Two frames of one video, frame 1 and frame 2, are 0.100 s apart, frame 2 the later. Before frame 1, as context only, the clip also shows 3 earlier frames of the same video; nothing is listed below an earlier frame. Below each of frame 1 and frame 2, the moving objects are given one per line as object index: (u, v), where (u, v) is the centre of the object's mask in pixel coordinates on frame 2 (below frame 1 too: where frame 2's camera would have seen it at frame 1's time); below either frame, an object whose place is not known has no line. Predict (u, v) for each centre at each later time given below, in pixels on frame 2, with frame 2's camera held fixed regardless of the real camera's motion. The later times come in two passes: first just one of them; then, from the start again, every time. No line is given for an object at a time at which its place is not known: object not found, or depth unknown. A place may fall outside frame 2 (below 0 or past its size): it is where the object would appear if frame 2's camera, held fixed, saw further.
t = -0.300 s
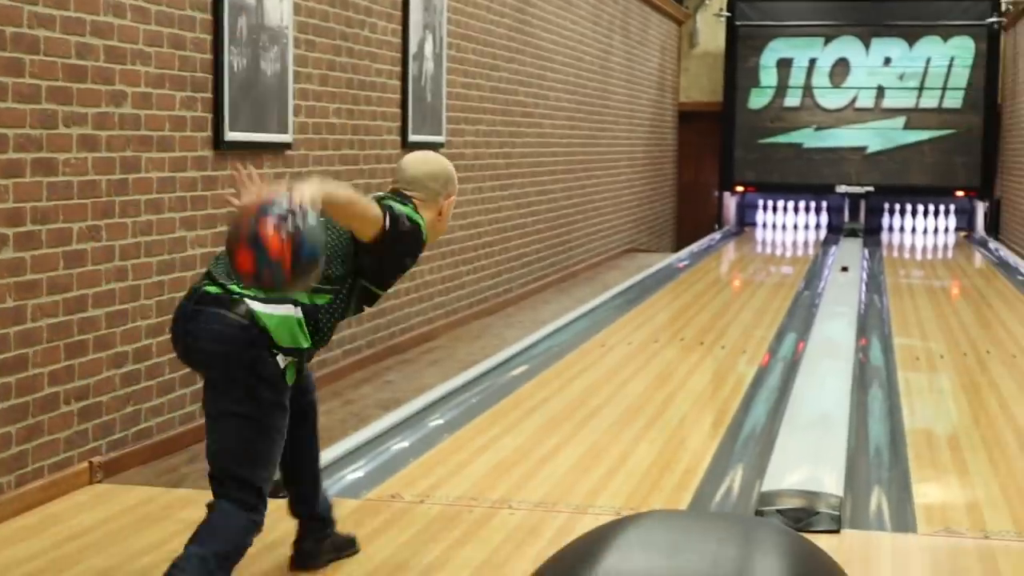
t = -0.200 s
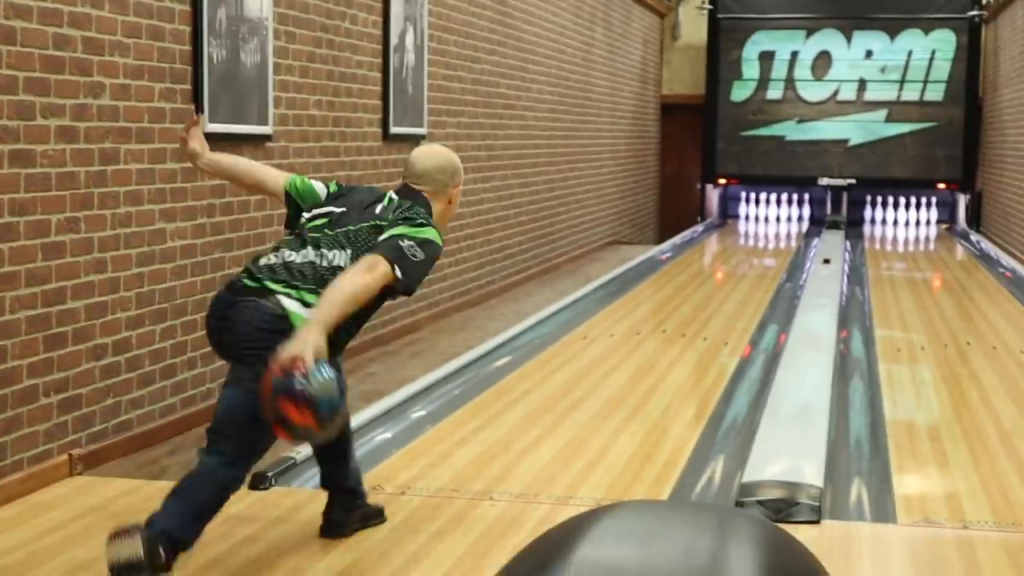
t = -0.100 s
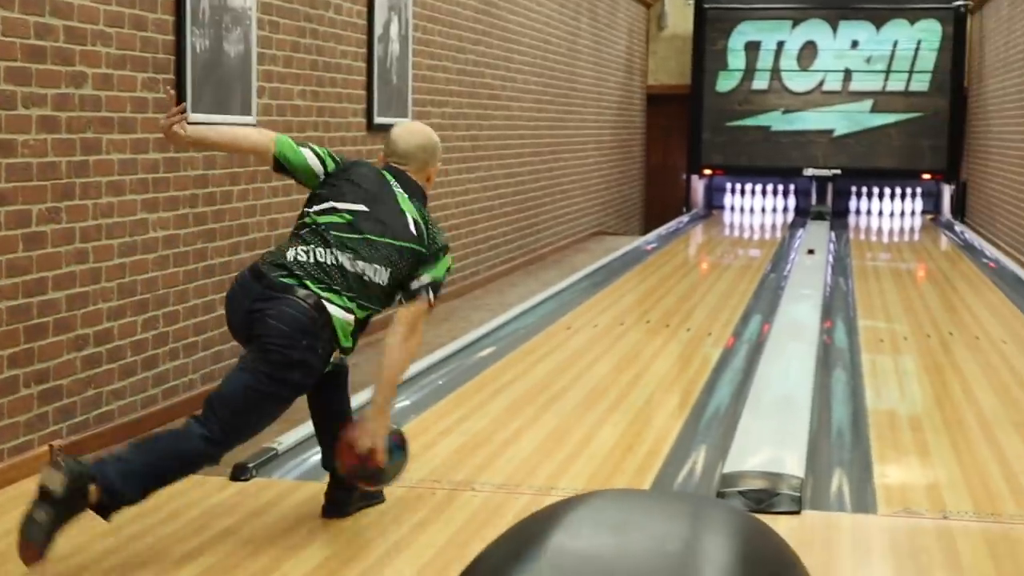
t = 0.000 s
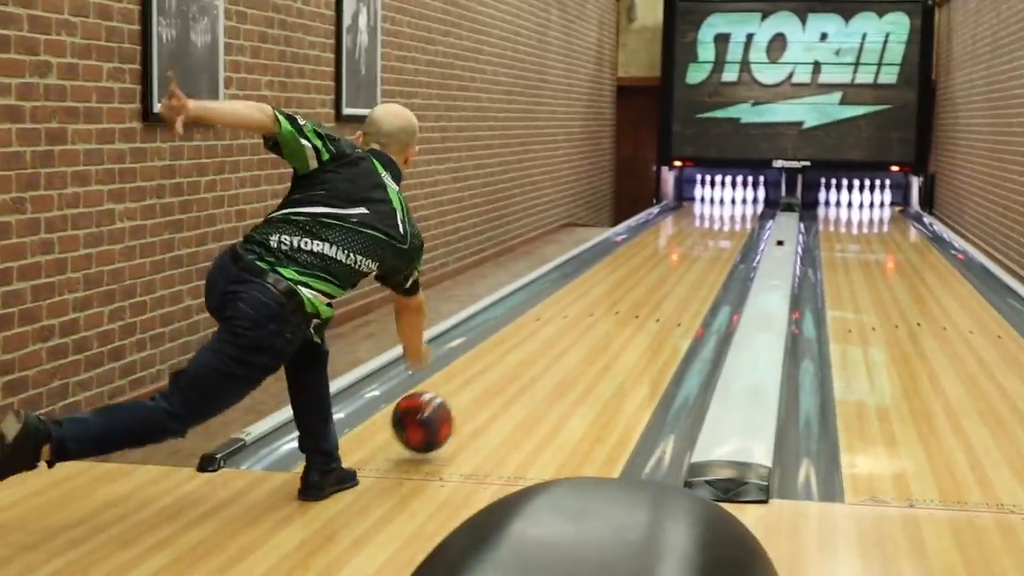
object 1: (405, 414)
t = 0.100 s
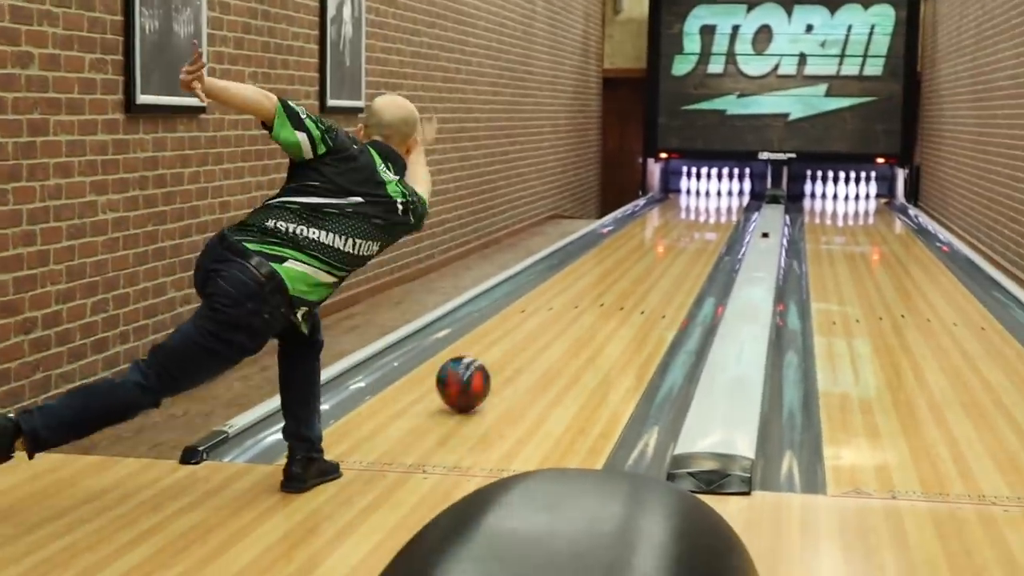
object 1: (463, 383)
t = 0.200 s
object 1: (508, 354)
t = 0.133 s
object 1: (479, 373)
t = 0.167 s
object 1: (494, 364)
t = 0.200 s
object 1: (508, 354)
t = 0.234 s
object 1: (520, 346)
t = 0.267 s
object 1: (532, 338)
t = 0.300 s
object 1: (543, 330)
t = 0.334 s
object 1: (553, 324)
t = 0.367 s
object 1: (563, 317)
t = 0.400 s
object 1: (572, 311)
